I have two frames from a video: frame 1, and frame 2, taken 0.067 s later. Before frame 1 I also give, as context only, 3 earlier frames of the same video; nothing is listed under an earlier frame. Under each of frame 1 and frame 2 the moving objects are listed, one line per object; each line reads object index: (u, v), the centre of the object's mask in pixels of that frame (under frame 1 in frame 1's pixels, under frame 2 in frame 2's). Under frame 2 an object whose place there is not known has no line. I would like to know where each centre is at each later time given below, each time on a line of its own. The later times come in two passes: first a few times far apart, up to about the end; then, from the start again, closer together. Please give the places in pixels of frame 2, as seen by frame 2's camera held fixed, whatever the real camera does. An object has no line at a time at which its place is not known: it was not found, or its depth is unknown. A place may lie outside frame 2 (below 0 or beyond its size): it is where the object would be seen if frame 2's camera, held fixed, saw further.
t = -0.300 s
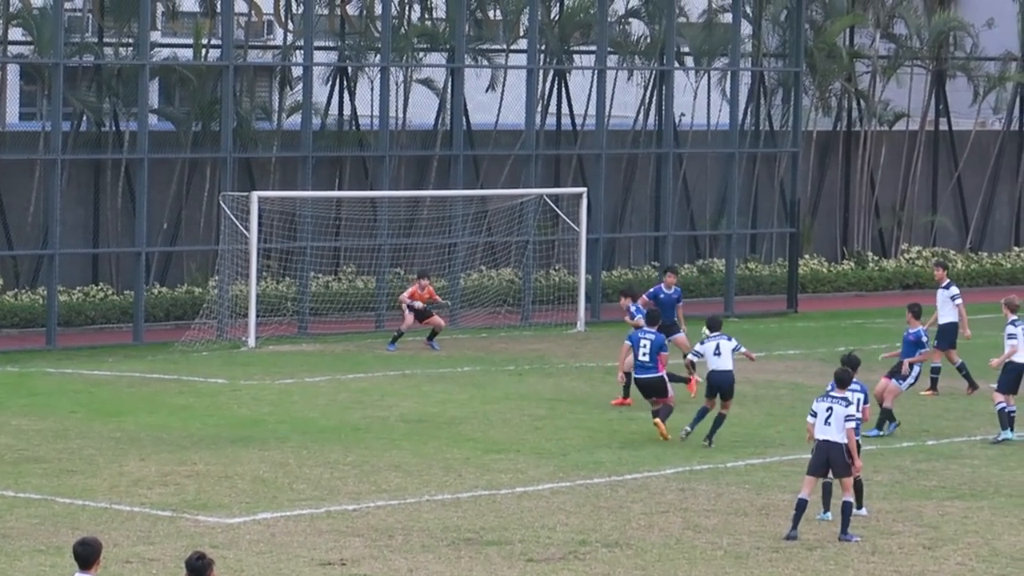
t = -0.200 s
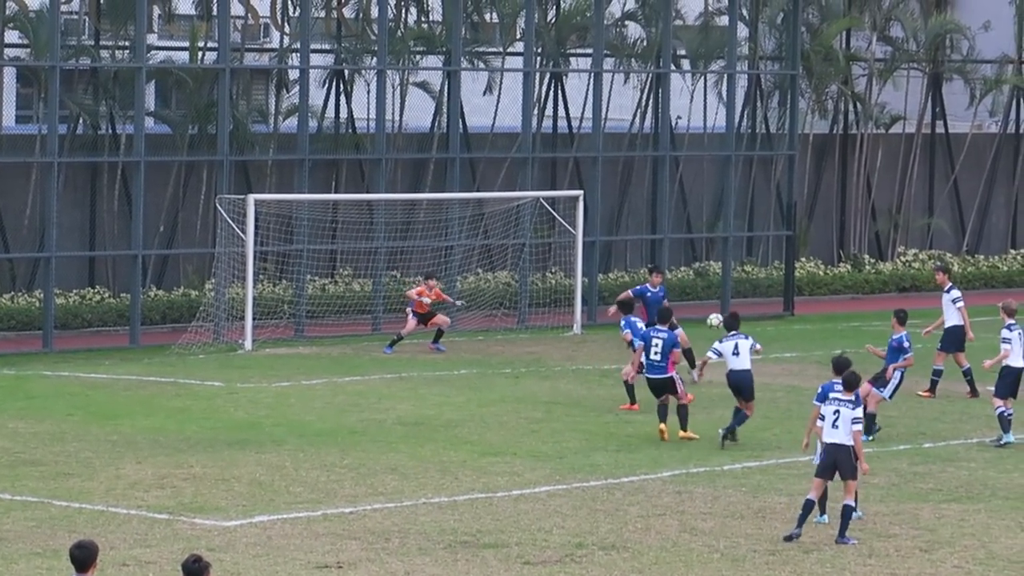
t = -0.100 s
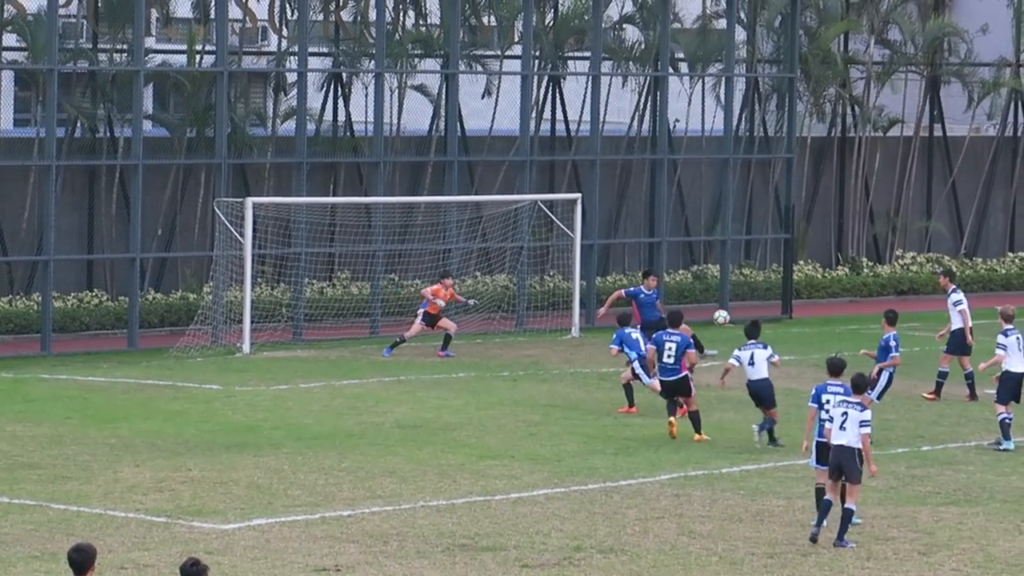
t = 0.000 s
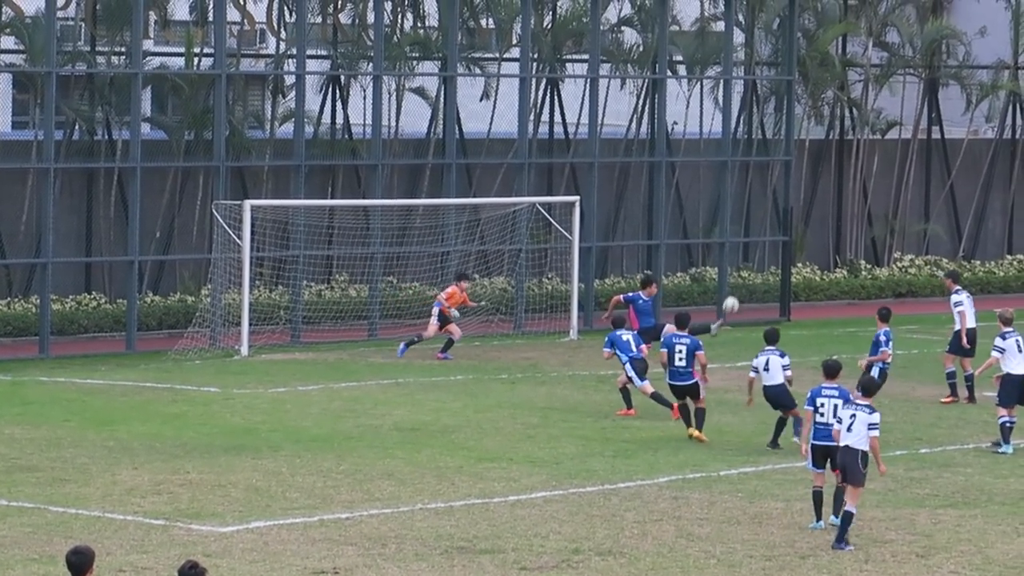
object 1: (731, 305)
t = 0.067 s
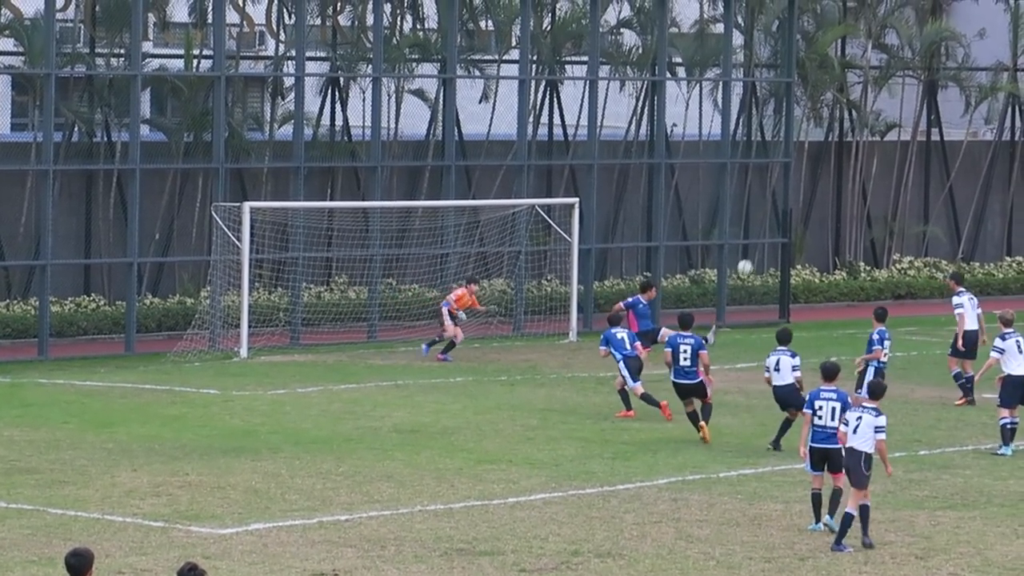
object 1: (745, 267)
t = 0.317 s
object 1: (794, 159)
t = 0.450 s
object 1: (818, 122)
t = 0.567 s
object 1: (837, 102)
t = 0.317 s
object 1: (794, 159)
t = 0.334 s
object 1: (797, 154)
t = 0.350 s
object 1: (800, 149)
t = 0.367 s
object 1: (803, 144)
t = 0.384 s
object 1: (806, 140)
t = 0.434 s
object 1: (815, 126)
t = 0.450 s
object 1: (818, 122)
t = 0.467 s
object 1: (820, 119)
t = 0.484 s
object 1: (823, 115)
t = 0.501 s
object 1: (826, 112)
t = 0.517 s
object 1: (829, 110)
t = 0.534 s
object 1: (832, 107)
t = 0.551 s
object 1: (834, 104)
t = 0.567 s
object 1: (837, 102)
